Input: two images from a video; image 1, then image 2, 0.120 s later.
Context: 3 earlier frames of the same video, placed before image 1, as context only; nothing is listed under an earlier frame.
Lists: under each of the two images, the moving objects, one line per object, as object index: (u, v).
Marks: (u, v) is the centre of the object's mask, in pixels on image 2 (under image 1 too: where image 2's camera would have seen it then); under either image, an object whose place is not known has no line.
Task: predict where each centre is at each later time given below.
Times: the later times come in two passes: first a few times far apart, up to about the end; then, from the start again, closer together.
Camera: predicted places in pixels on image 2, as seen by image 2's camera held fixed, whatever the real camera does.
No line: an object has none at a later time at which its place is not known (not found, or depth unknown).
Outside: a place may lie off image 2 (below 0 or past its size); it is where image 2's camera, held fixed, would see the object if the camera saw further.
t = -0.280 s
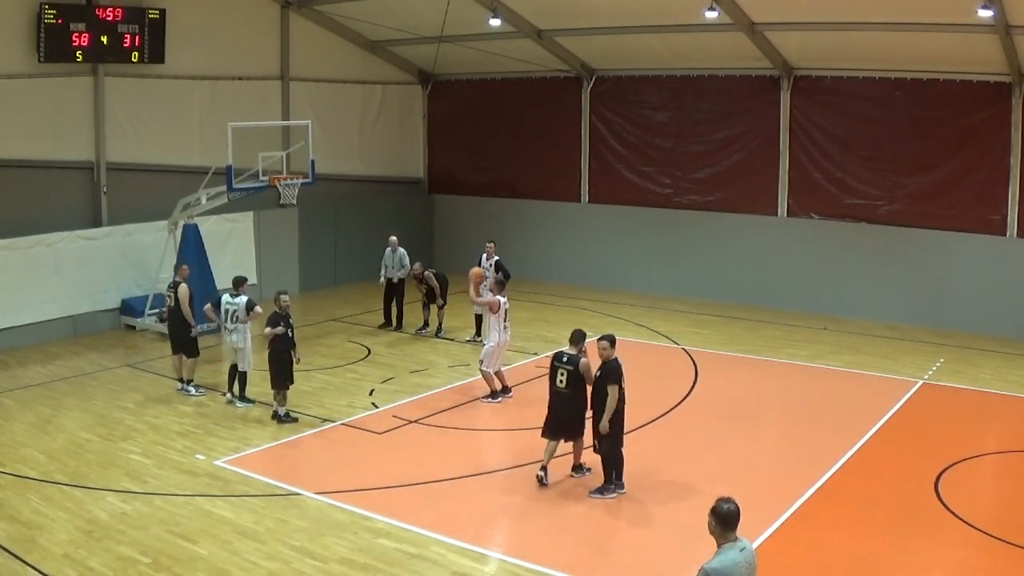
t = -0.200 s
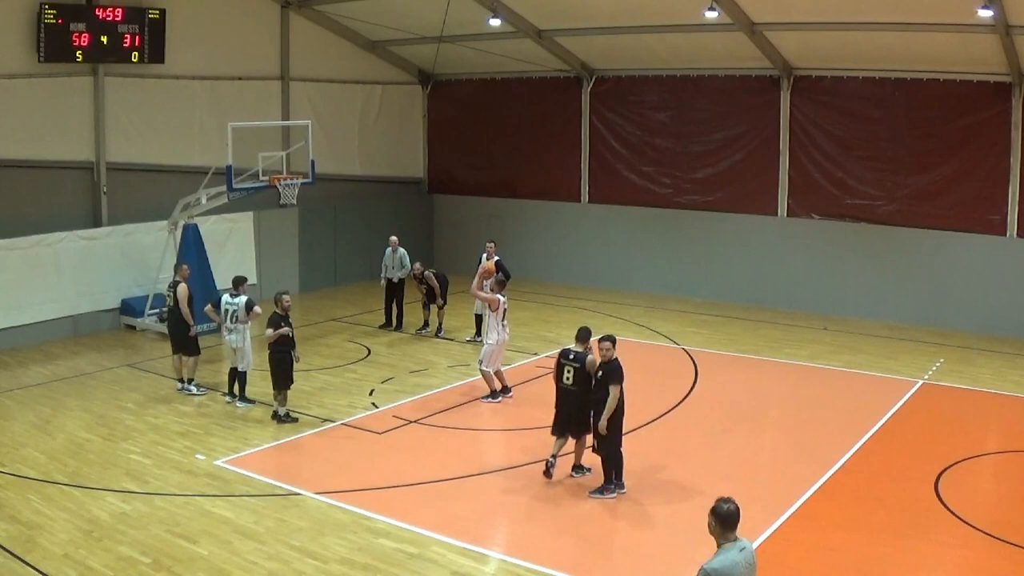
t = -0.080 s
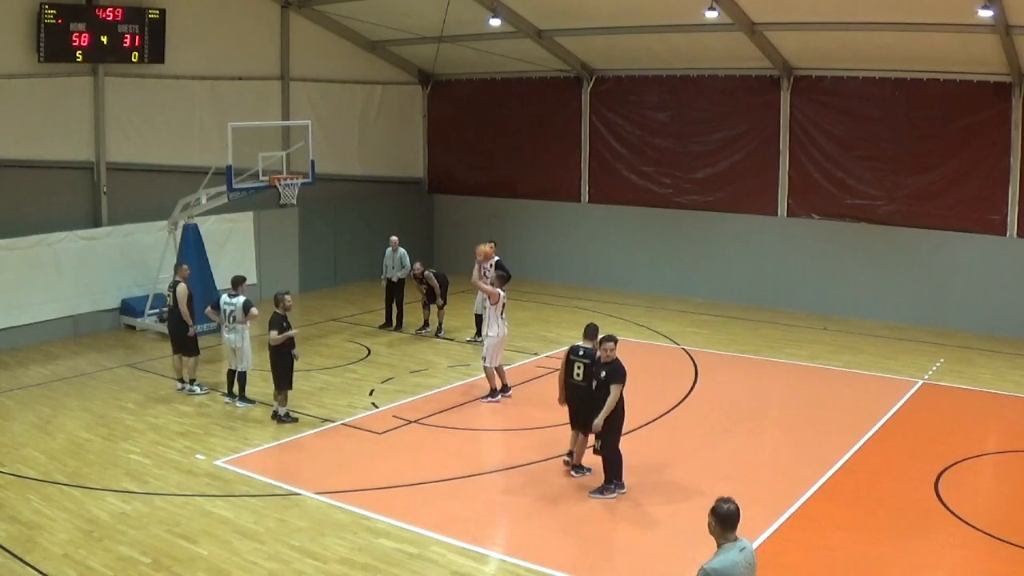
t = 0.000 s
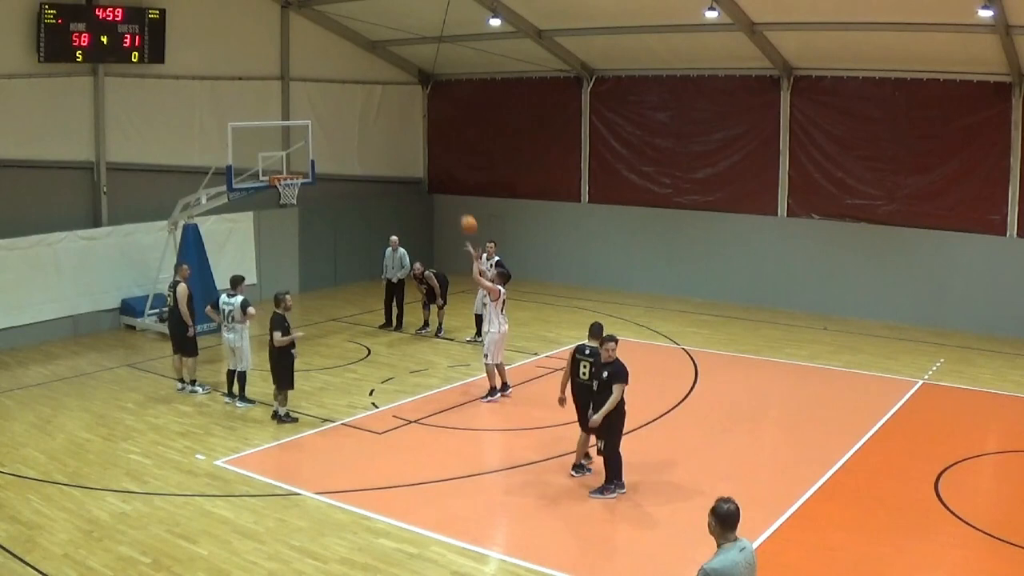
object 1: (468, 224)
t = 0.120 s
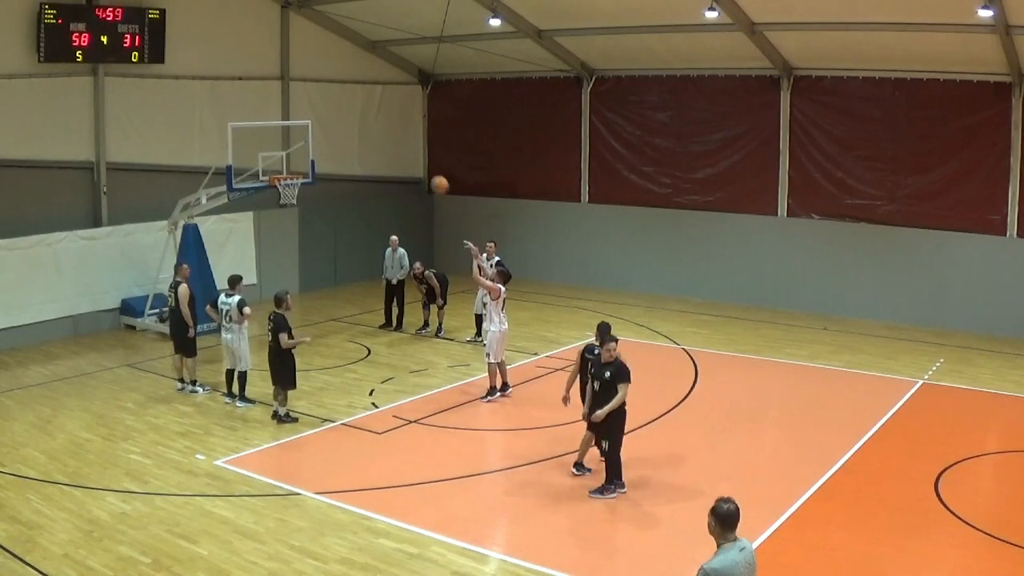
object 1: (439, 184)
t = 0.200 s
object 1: (422, 163)
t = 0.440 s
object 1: (369, 130)
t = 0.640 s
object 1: (329, 131)
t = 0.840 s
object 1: (292, 157)
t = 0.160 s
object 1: (431, 175)
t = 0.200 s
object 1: (422, 163)
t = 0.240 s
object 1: (413, 155)
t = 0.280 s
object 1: (403, 148)
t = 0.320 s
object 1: (394, 142)
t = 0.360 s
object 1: (386, 137)
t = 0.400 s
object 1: (377, 133)
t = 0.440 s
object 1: (369, 130)
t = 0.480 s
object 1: (361, 128)
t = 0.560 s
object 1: (345, 128)
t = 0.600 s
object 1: (337, 129)
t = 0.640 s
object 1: (329, 131)
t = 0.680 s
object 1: (321, 135)
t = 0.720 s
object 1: (314, 138)
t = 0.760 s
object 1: (306, 144)
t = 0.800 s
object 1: (299, 149)
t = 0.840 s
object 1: (292, 157)
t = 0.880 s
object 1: (285, 165)
